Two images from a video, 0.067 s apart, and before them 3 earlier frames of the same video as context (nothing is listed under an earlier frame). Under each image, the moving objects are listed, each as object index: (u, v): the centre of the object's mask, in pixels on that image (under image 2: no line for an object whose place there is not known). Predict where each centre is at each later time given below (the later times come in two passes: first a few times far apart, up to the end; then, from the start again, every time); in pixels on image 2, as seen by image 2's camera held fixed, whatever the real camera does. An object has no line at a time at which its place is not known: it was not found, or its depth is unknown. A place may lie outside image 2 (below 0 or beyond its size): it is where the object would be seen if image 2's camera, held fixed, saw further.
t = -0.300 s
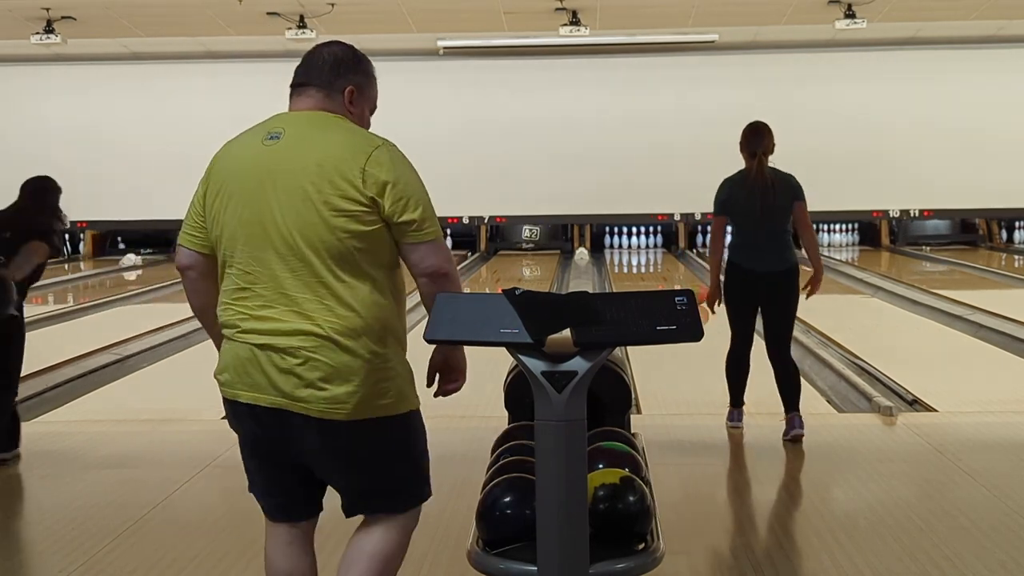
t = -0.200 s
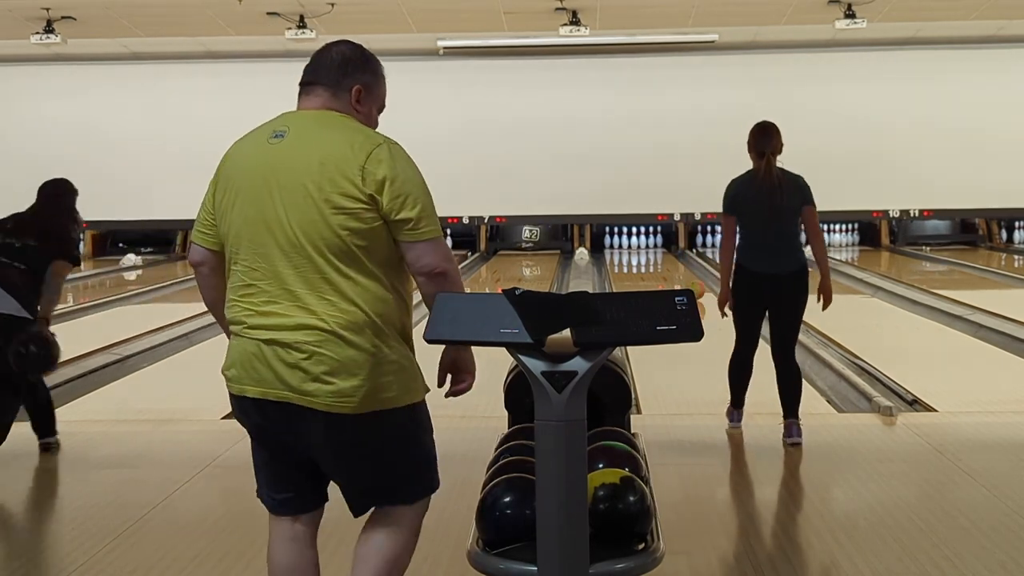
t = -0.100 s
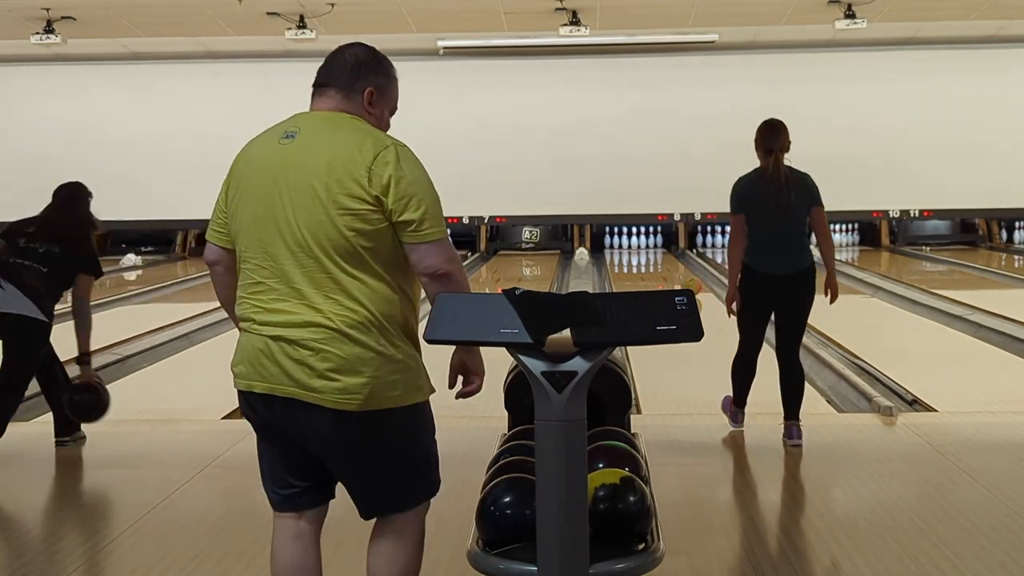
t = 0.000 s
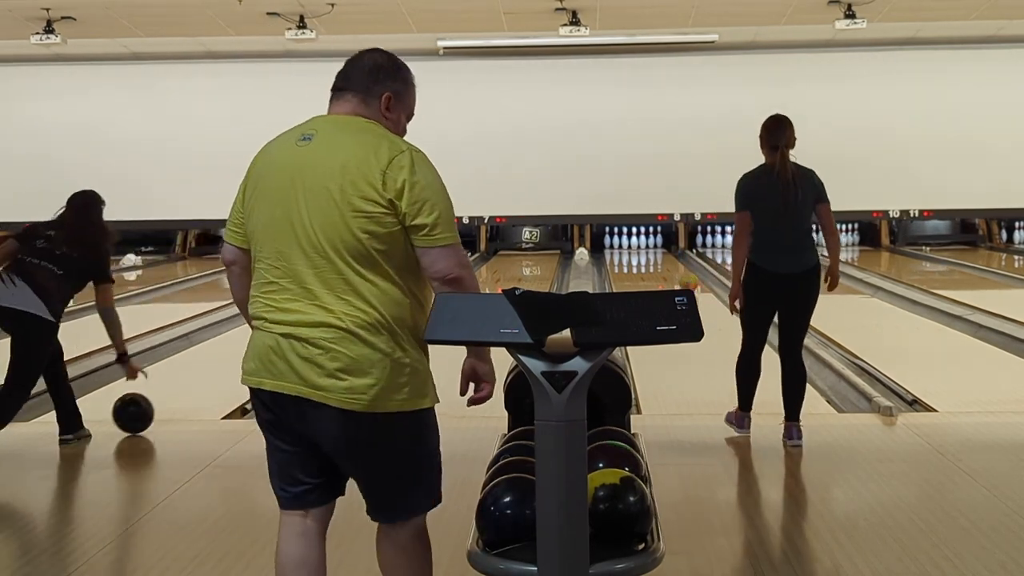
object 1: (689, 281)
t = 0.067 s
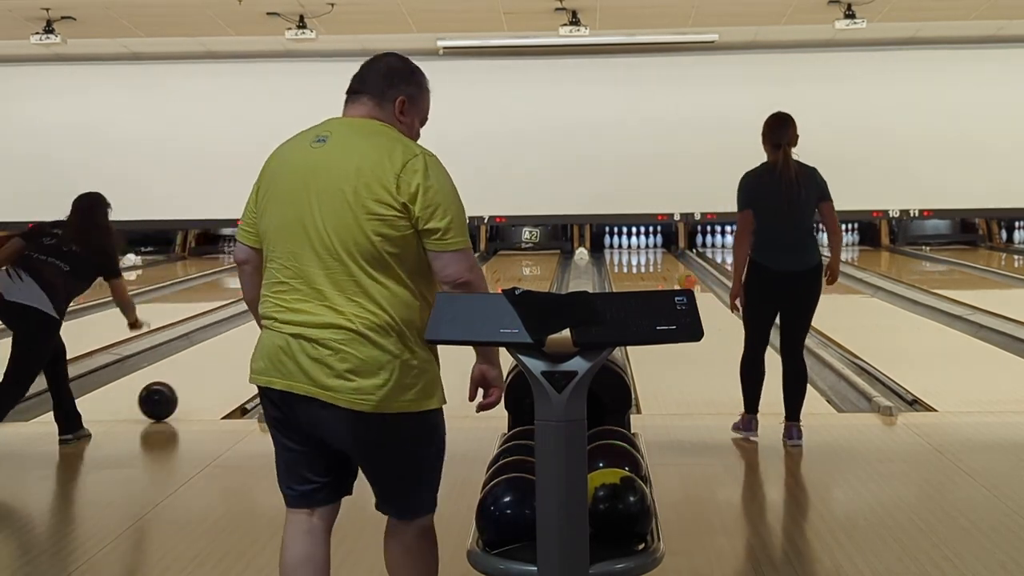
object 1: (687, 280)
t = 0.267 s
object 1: (682, 272)
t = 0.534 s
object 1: (675, 266)
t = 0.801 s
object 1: (670, 261)
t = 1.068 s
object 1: (664, 257)
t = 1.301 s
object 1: (657, 252)
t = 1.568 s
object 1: (649, 249)
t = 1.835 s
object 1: (642, 246)
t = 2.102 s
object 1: (635, 243)
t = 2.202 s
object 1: (634, 243)
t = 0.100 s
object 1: (686, 279)
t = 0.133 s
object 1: (685, 277)
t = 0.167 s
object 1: (684, 274)
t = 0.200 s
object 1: (683, 274)
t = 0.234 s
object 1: (683, 273)
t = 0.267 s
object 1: (682, 272)
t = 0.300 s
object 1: (681, 271)
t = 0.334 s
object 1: (680, 270)
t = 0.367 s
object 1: (679, 269)
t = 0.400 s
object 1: (678, 268)
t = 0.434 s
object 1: (677, 269)
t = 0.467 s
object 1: (676, 268)
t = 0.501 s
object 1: (676, 267)
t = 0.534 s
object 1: (675, 266)
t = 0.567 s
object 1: (675, 266)
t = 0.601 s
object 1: (673, 263)
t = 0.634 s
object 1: (673, 262)
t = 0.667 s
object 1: (672, 263)
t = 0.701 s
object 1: (671, 262)
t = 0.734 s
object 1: (670, 261)
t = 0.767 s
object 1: (671, 262)
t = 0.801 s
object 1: (670, 261)
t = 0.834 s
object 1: (669, 260)
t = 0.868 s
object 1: (668, 259)
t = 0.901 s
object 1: (667, 258)
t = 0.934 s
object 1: (666, 258)
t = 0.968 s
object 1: (665, 256)
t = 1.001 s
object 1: (664, 256)
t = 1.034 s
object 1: (664, 257)
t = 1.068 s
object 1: (664, 257)
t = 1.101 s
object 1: (663, 256)
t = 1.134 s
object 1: (662, 255)
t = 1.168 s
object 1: (661, 255)
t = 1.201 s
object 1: (660, 254)
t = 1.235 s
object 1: (659, 254)
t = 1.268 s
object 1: (658, 253)
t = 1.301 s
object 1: (657, 252)
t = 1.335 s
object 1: (655, 252)
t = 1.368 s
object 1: (654, 252)
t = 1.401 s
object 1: (654, 252)
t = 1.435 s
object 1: (653, 251)
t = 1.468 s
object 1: (652, 251)
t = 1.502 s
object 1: (651, 250)
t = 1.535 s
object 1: (650, 250)
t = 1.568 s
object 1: (649, 249)
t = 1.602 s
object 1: (647, 249)
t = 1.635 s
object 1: (647, 249)
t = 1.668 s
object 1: (646, 248)
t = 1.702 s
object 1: (645, 248)
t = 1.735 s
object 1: (645, 248)
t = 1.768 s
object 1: (644, 247)
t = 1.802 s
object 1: (643, 247)
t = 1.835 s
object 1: (642, 246)
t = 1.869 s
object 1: (641, 246)
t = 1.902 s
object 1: (640, 246)
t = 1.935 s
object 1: (639, 246)
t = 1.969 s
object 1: (638, 245)
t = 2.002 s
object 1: (637, 245)
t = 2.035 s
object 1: (636, 244)
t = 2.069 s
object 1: (636, 244)
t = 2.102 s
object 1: (635, 243)
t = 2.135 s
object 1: (634, 242)
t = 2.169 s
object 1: (634, 243)
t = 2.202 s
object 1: (634, 243)
